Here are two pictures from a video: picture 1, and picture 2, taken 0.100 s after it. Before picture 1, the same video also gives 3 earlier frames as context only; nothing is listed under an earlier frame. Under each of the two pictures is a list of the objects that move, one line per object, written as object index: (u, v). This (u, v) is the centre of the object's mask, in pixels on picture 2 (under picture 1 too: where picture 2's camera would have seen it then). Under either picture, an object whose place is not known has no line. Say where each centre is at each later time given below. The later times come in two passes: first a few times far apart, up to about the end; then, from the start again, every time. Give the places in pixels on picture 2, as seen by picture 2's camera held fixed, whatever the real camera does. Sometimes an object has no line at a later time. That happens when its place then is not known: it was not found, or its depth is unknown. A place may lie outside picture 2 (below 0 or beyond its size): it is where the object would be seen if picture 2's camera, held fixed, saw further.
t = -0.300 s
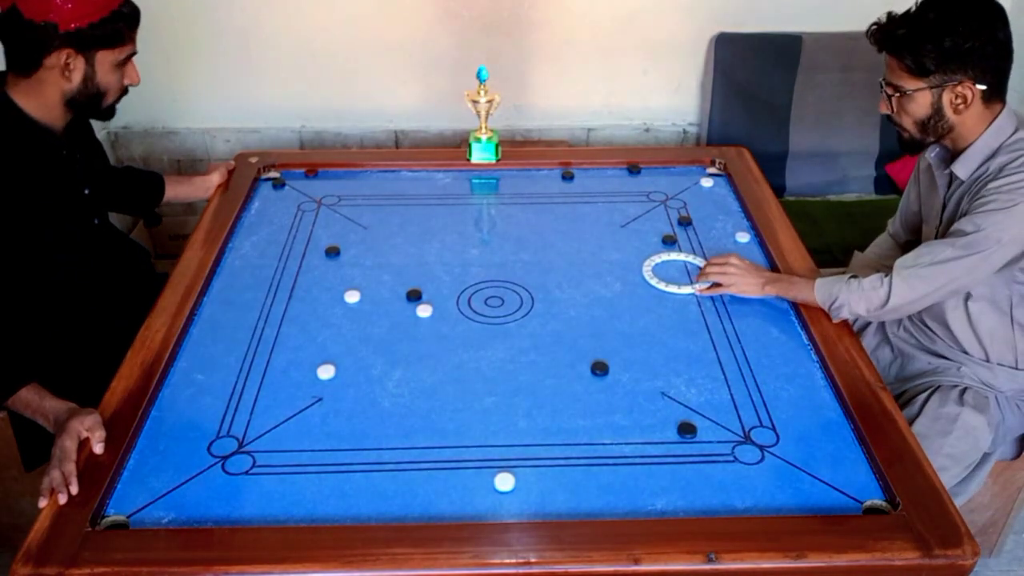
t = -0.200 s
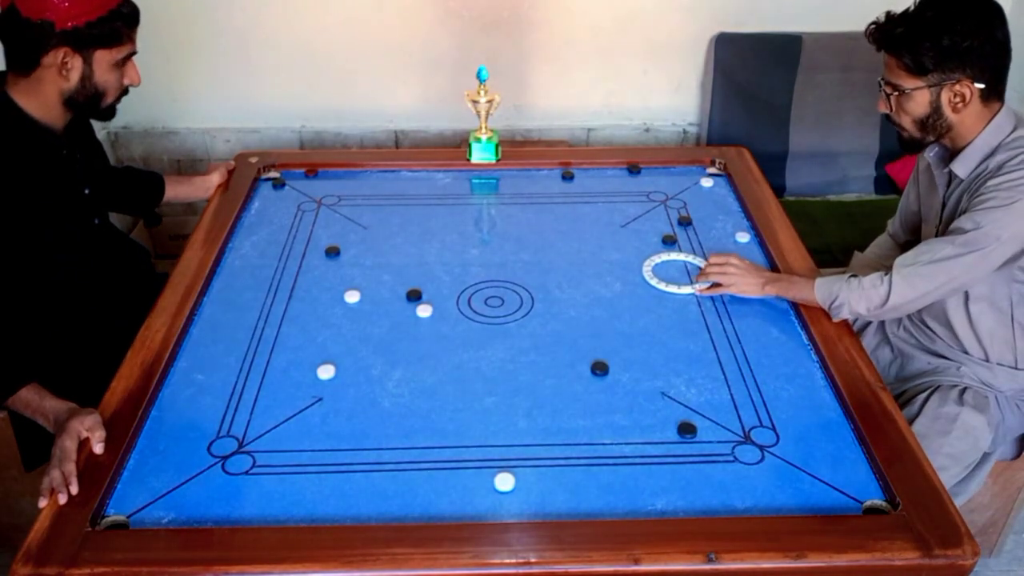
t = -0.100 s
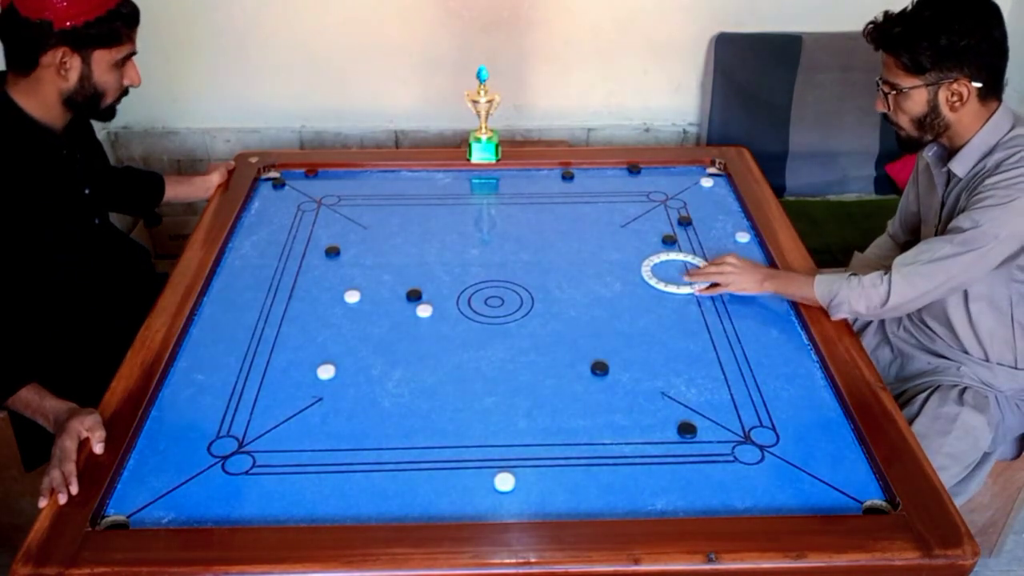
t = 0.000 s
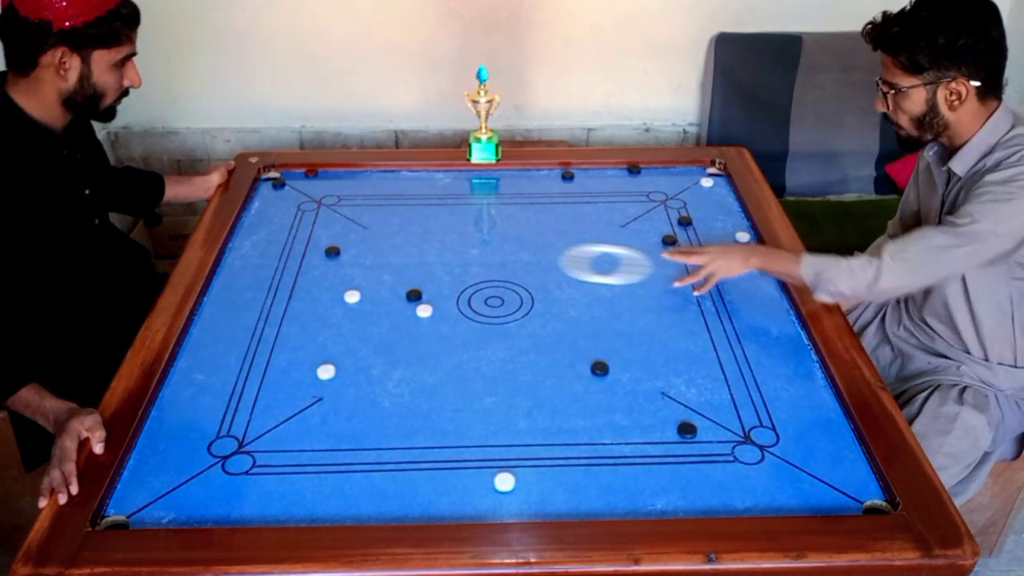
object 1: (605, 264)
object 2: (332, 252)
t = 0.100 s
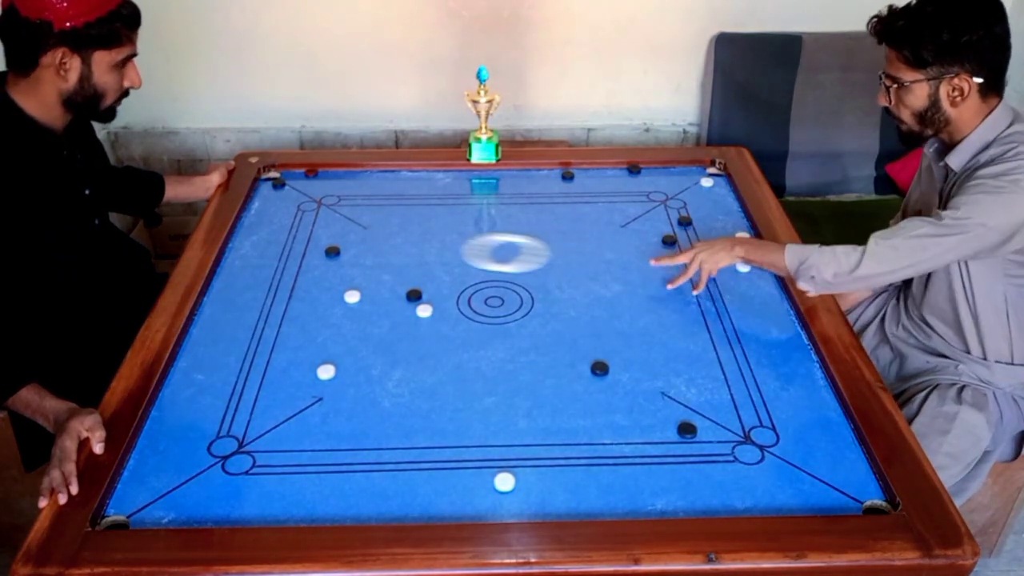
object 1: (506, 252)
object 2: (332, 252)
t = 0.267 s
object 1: (351, 234)
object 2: (324, 254)
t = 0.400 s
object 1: (294, 219)
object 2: (267, 277)
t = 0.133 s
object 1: (473, 249)
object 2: (332, 252)
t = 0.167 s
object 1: (441, 245)
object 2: (332, 252)
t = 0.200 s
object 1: (410, 241)
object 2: (332, 252)
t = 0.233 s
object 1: (380, 238)
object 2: (332, 252)
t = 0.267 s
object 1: (351, 234)
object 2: (324, 254)
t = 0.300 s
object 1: (322, 230)
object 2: (311, 259)
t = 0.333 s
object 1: (295, 225)
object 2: (296, 265)
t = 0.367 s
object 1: (275, 221)
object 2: (281, 270)
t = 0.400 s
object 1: (294, 219)
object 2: (267, 277)
